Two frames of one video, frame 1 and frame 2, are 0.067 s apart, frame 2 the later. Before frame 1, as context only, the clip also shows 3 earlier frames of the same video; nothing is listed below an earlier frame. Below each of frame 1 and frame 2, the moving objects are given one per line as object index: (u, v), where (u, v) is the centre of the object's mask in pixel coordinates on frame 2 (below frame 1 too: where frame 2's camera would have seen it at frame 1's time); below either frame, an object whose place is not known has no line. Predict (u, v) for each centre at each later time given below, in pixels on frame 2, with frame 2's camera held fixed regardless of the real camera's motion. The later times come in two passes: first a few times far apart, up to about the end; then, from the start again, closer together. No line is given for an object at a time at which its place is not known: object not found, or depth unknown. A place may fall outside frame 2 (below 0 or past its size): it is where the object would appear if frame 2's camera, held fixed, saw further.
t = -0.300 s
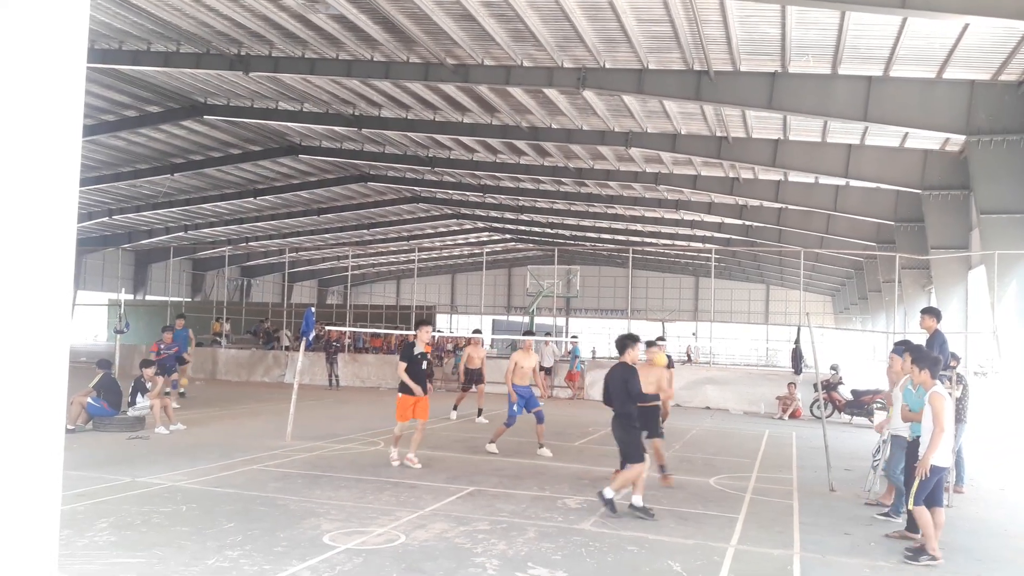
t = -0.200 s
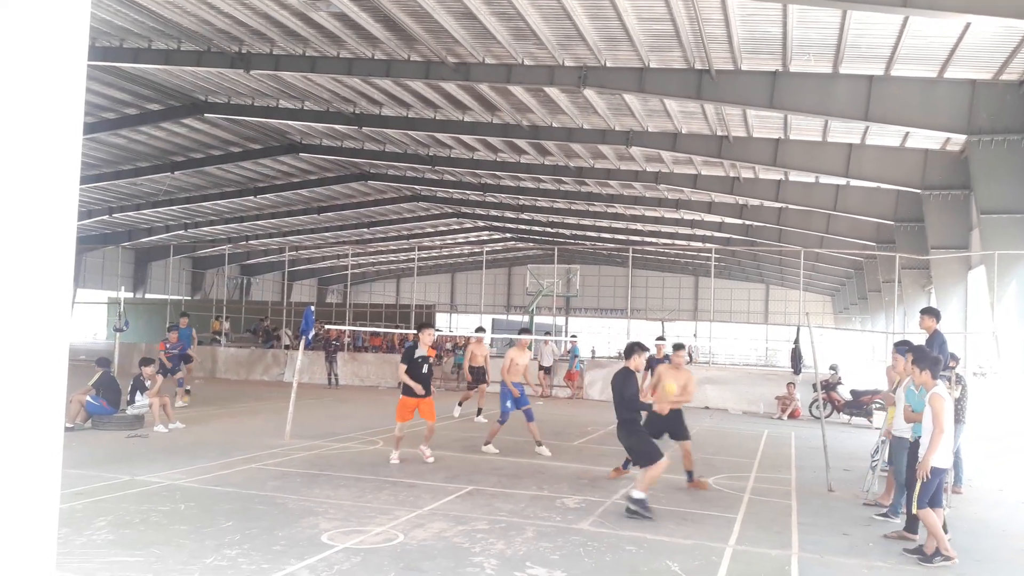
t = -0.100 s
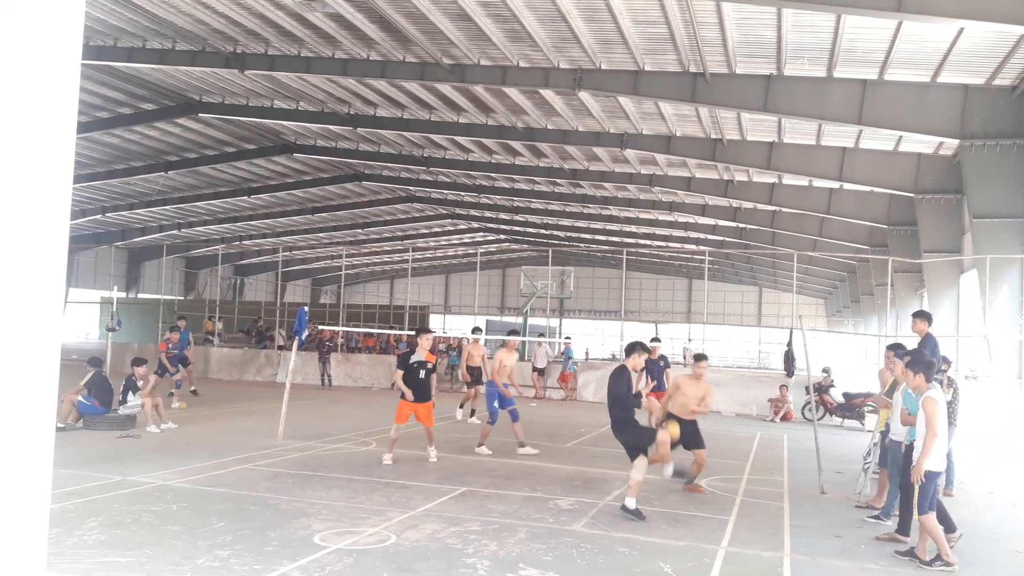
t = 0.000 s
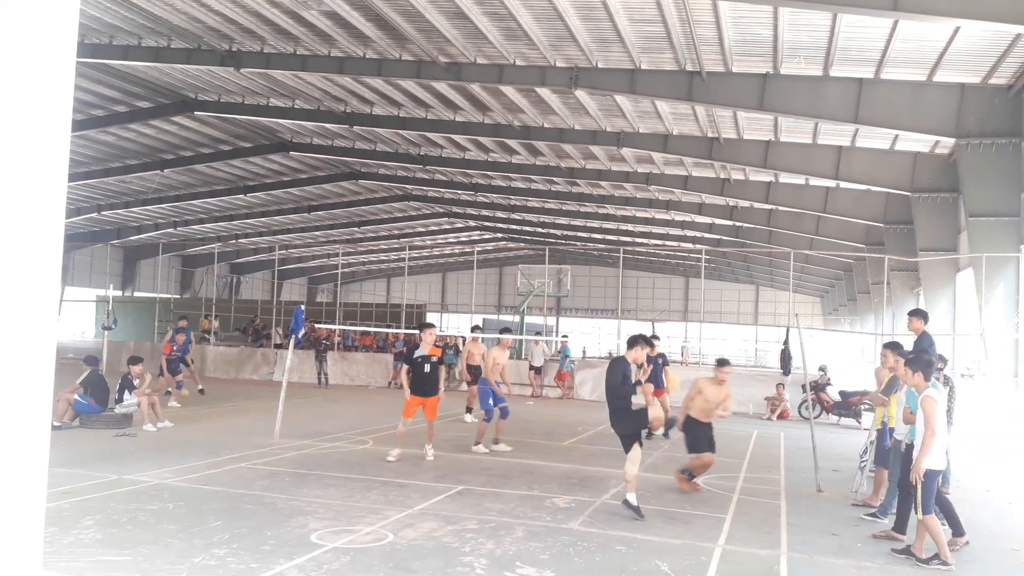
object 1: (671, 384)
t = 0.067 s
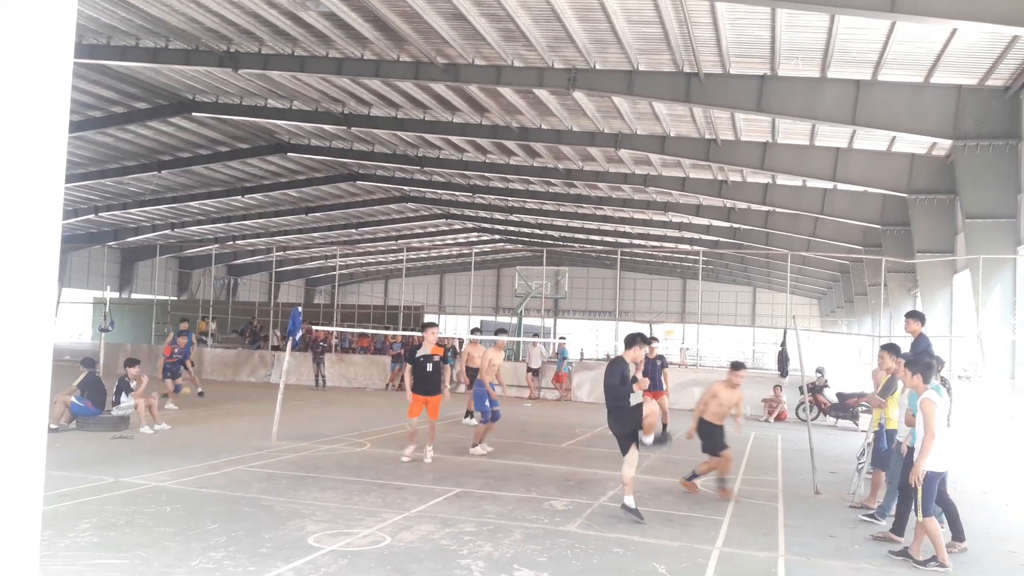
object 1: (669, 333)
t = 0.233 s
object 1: (670, 230)
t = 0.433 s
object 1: (669, 150)
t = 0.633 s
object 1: (667, 116)
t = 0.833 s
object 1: (663, 121)
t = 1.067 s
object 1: (657, 176)
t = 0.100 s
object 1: (670, 307)
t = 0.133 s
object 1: (670, 286)
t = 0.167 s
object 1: (670, 266)
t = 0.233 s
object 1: (670, 230)
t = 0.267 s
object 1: (669, 211)
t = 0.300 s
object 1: (670, 199)
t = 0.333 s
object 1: (670, 183)
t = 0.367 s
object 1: (670, 173)
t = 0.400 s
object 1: (670, 161)
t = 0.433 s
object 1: (669, 150)
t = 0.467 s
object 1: (669, 143)
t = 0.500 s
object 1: (669, 135)
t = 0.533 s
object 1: (669, 129)
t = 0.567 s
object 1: (668, 124)
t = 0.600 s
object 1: (667, 119)
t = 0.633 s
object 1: (667, 116)
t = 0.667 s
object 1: (667, 115)
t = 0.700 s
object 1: (666, 114)
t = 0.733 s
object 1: (666, 114)
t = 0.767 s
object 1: (666, 115)
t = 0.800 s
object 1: (664, 118)
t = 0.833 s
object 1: (663, 121)
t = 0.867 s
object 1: (663, 126)
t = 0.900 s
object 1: (662, 133)
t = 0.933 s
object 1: (661, 139)
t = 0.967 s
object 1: (660, 146)
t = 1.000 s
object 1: (659, 154)
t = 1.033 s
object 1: (658, 164)
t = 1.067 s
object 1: (657, 176)
